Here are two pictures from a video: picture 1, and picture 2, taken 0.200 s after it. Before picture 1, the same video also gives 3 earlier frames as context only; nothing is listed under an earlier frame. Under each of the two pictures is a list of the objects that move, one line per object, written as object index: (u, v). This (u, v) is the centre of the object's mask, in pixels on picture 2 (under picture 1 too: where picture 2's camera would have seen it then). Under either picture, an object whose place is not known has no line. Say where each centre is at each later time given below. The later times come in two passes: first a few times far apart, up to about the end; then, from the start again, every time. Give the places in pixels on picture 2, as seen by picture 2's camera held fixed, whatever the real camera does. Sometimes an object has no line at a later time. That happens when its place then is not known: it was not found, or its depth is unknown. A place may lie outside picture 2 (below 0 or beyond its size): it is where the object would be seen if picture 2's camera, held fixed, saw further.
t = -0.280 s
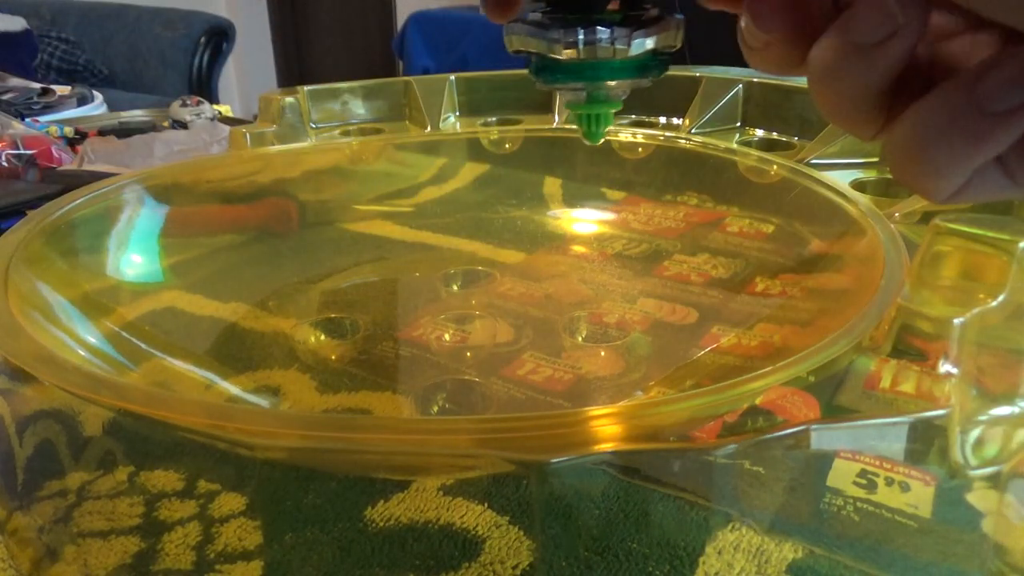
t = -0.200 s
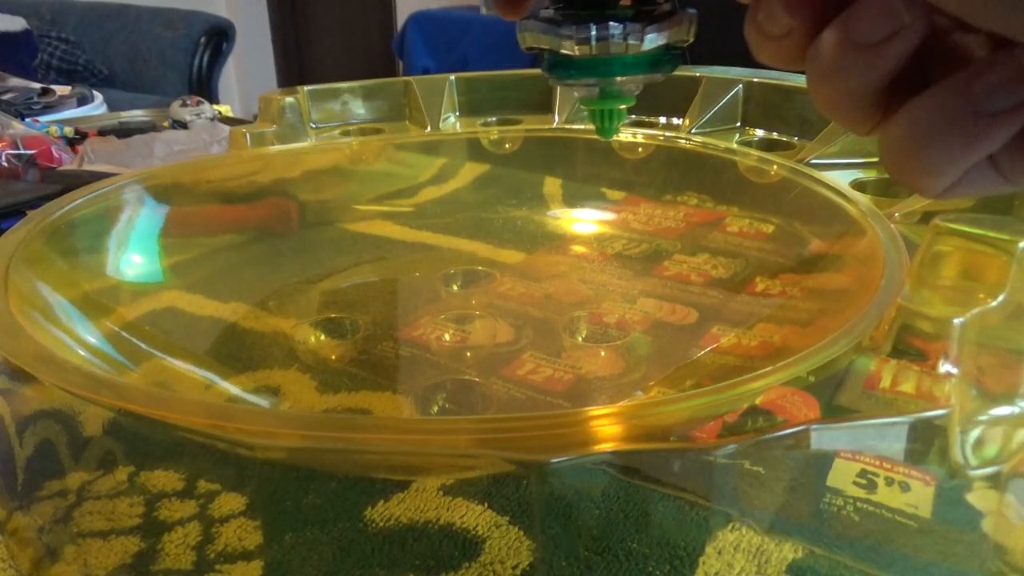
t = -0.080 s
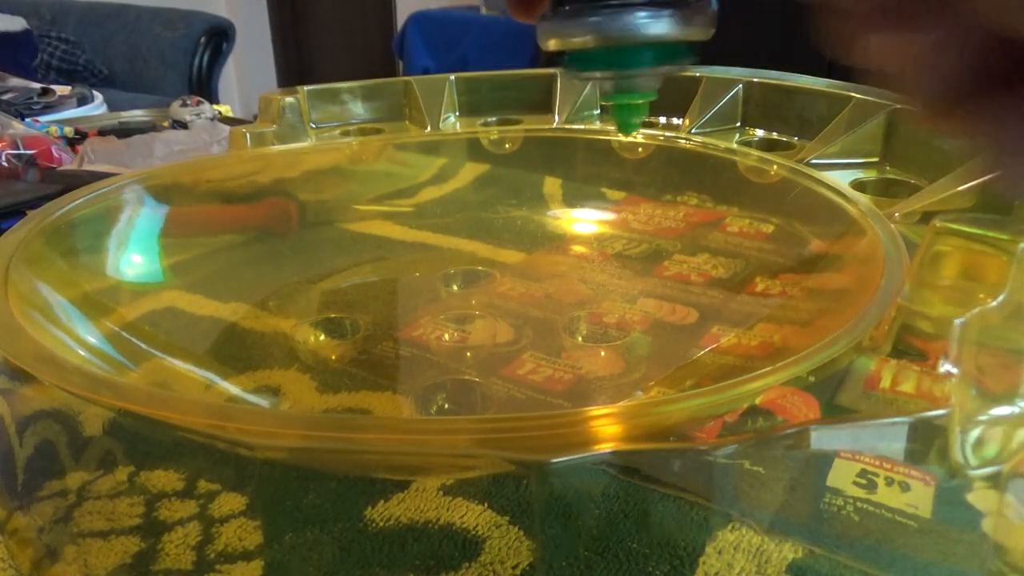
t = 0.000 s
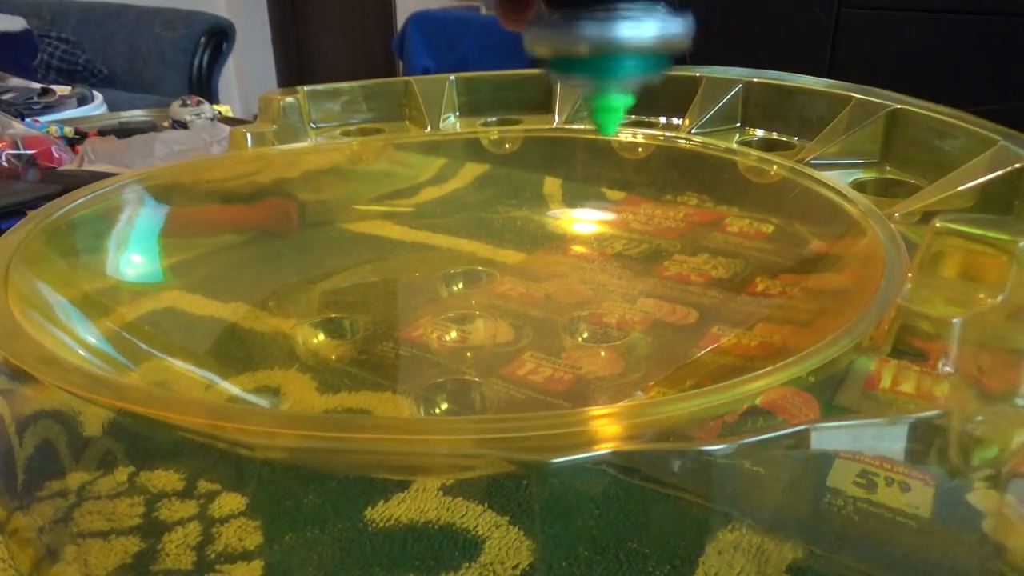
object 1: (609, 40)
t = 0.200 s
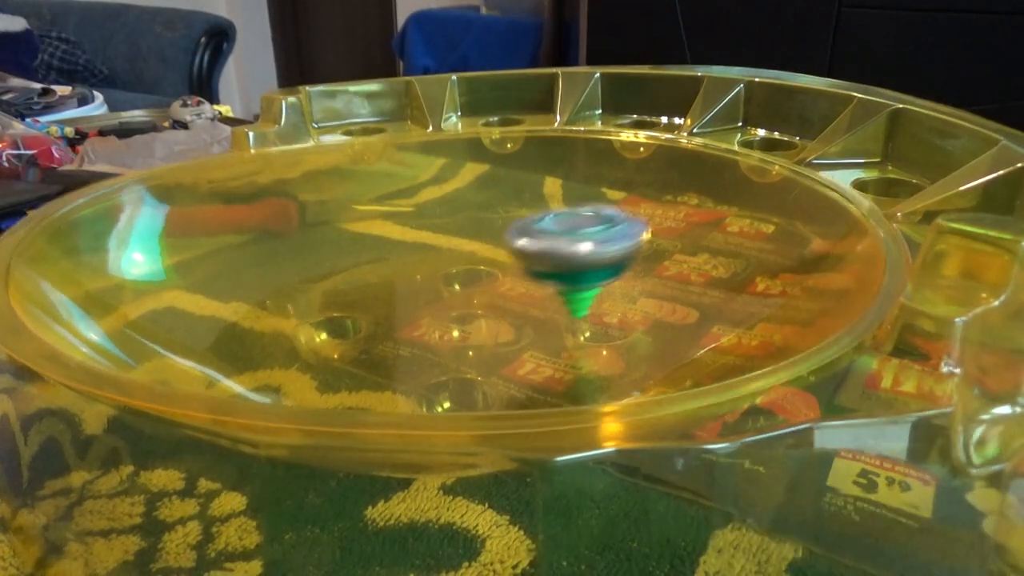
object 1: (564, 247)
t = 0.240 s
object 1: (549, 261)
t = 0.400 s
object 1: (441, 269)
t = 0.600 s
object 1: (301, 312)
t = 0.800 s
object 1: (370, 346)
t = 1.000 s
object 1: (563, 293)
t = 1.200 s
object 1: (489, 225)
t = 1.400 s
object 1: (330, 183)
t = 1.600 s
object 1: (224, 251)
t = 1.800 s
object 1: (376, 325)
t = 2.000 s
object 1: (588, 267)
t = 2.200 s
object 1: (566, 165)
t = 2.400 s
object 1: (319, 175)
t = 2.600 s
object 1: (250, 315)
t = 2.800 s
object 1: (685, 302)
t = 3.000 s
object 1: (647, 168)
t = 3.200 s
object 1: (309, 174)
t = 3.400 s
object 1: (246, 330)
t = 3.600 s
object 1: (755, 270)
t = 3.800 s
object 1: (579, 163)
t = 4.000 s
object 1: (238, 201)
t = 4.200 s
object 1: (292, 345)
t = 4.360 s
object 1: (726, 291)
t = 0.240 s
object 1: (549, 261)
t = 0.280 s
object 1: (520, 262)
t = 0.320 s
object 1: (495, 263)
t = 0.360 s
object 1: (468, 266)
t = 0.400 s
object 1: (441, 269)
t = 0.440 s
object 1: (410, 275)
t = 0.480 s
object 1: (380, 281)
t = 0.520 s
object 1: (351, 290)
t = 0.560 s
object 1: (325, 300)
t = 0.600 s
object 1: (301, 312)
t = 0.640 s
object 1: (278, 325)
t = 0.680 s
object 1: (271, 333)
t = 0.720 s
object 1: (286, 339)
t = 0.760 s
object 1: (320, 344)
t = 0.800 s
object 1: (370, 346)
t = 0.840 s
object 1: (426, 342)
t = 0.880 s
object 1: (485, 333)
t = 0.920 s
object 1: (523, 321)
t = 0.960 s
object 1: (550, 308)
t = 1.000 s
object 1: (563, 293)
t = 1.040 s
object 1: (563, 280)
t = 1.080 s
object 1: (554, 265)
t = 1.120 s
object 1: (538, 250)
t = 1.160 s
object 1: (515, 236)
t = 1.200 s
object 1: (489, 225)
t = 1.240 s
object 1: (459, 214)
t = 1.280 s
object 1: (425, 205)
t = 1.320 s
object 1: (392, 197)
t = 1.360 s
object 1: (356, 188)
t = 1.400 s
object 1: (330, 183)
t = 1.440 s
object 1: (299, 182)
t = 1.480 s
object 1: (266, 192)
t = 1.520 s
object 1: (245, 208)
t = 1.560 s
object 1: (233, 226)
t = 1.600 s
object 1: (224, 251)
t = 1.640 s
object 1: (227, 275)
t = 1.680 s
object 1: (246, 295)
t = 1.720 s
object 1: (279, 310)
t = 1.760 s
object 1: (322, 321)
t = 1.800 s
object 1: (376, 325)
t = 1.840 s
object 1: (416, 323)
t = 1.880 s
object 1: (468, 317)
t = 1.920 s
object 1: (515, 304)
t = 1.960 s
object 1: (556, 287)
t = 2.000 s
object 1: (588, 267)
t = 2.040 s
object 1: (607, 247)
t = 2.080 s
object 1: (614, 225)
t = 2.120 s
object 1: (613, 201)
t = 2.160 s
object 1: (596, 181)
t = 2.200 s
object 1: (566, 165)
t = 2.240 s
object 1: (538, 156)
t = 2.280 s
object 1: (493, 154)
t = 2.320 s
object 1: (430, 158)
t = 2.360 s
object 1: (381, 164)
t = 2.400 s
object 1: (319, 175)
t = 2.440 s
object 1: (265, 193)
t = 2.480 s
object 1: (225, 217)
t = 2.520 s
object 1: (191, 250)
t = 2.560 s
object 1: (196, 284)
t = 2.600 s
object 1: (250, 315)
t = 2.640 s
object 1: (327, 339)
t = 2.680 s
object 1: (419, 349)
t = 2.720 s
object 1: (528, 348)
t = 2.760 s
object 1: (625, 332)
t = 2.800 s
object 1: (685, 302)
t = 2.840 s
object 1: (726, 267)
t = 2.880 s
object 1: (740, 234)
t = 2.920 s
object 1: (733, 205)
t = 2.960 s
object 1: (697, 183)
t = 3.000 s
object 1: (647, 168)
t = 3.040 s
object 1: (584, 156)
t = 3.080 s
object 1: (519, 153)
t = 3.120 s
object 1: (448, 153)
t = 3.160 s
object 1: (380, 160)
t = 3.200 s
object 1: (309, 174)
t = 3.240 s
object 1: (246, 195)
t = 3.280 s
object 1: (207, 223)
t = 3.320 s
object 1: (186, 258)
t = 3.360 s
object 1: (196, 297)
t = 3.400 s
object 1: (246, 330)
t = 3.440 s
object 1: (338, 350)
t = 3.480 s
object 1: (464, 353)
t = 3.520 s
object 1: (596, 340)
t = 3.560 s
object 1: (699, 311)
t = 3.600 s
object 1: (755, 270)
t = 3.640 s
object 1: (771, 234)
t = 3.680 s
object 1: (747, 205)
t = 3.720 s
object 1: (703, 183)
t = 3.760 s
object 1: (646, 170)
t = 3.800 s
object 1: (579, 163)
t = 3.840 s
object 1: (508, 163)
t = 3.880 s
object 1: (436, 166)
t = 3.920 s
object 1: (366, 175)
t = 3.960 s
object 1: (299, 185)
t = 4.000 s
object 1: (238, 201)
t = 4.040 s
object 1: (195, 223)
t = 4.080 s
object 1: (167, 252)
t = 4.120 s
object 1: (165, 287)
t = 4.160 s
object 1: (203, 321)
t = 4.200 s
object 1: (292, 345)
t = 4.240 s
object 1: (419, 353)
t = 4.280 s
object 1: (558, 347)
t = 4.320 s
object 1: (666, 324)
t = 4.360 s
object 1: (726, 291)
